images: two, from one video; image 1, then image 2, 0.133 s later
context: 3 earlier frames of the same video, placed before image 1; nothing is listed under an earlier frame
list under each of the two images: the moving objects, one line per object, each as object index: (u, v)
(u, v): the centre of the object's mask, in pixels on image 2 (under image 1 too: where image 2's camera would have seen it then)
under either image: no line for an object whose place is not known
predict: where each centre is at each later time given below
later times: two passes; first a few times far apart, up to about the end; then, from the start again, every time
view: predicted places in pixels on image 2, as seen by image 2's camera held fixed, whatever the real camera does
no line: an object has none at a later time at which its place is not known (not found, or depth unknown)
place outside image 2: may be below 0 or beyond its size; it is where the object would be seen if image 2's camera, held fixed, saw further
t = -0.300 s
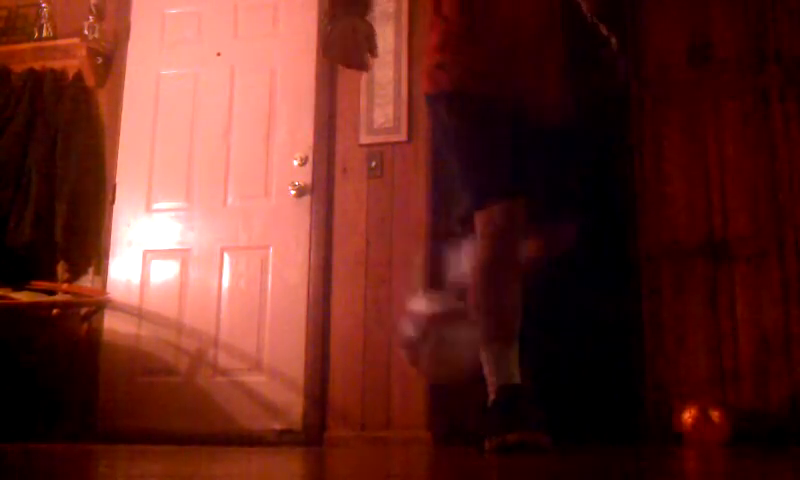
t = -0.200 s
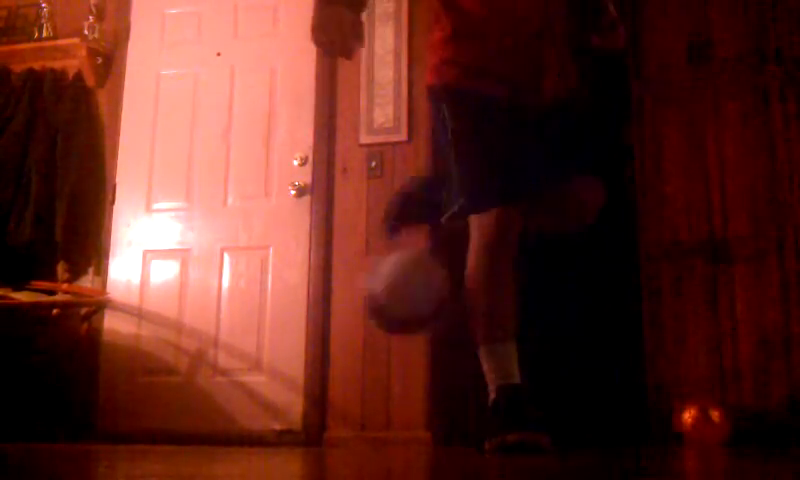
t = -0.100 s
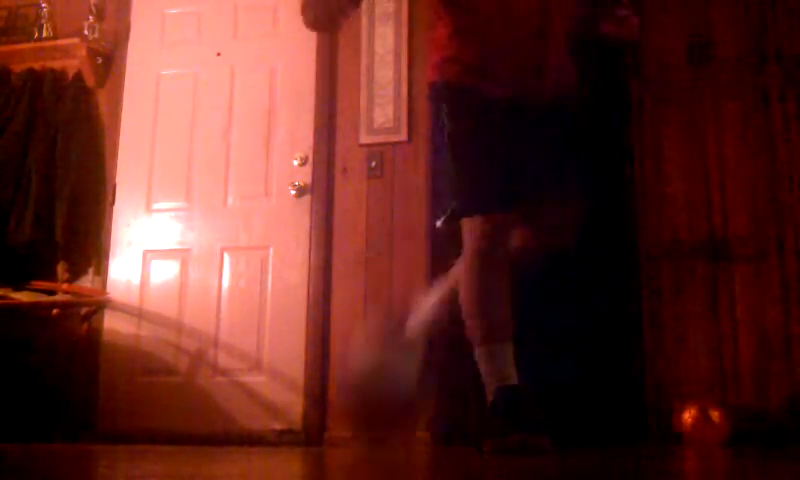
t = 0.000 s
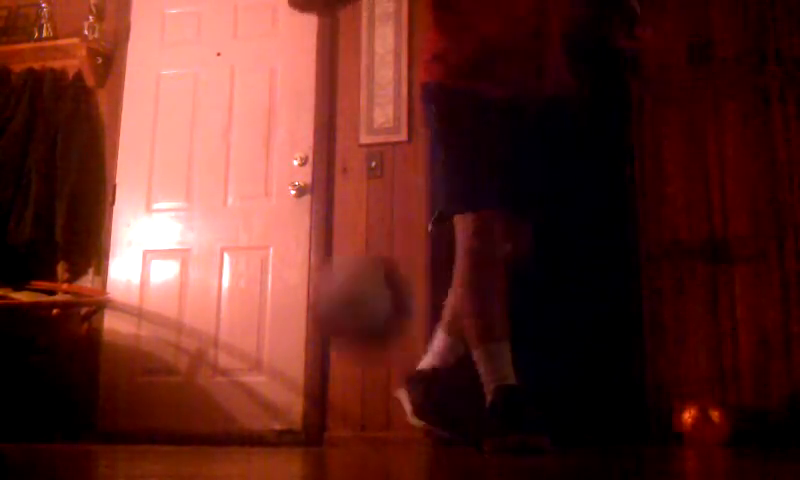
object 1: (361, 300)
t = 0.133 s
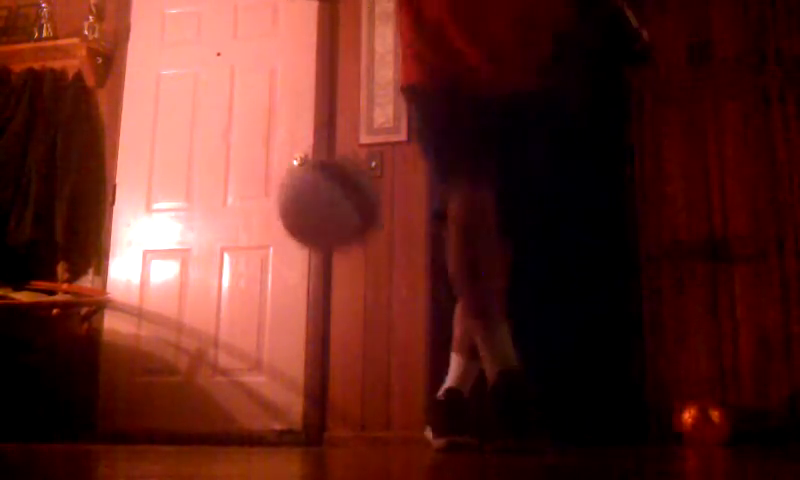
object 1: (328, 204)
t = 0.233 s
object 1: (302, 174)
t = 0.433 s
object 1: (238, 252)
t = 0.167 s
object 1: (320, 189)
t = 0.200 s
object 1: (311, 178)
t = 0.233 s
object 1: (302, 174)
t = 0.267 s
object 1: (292, 173)
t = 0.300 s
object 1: (283, 178)
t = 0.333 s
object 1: (273, 187)
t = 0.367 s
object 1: (262, 202)
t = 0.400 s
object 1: (249, 224)
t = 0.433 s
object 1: (238, 252)
